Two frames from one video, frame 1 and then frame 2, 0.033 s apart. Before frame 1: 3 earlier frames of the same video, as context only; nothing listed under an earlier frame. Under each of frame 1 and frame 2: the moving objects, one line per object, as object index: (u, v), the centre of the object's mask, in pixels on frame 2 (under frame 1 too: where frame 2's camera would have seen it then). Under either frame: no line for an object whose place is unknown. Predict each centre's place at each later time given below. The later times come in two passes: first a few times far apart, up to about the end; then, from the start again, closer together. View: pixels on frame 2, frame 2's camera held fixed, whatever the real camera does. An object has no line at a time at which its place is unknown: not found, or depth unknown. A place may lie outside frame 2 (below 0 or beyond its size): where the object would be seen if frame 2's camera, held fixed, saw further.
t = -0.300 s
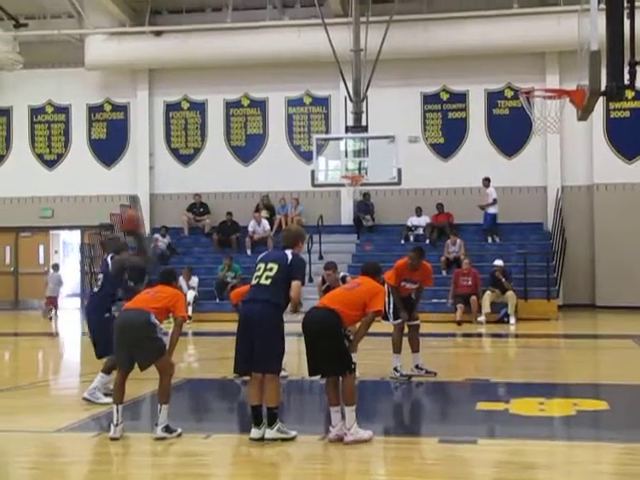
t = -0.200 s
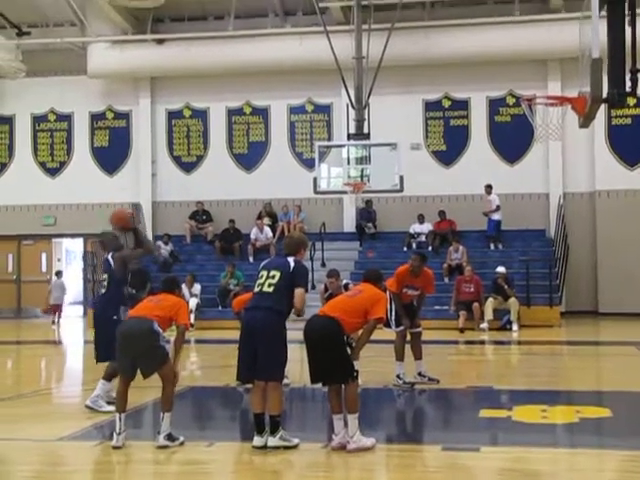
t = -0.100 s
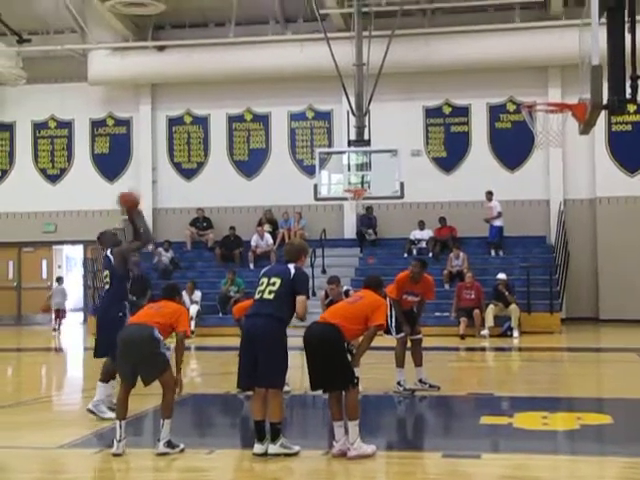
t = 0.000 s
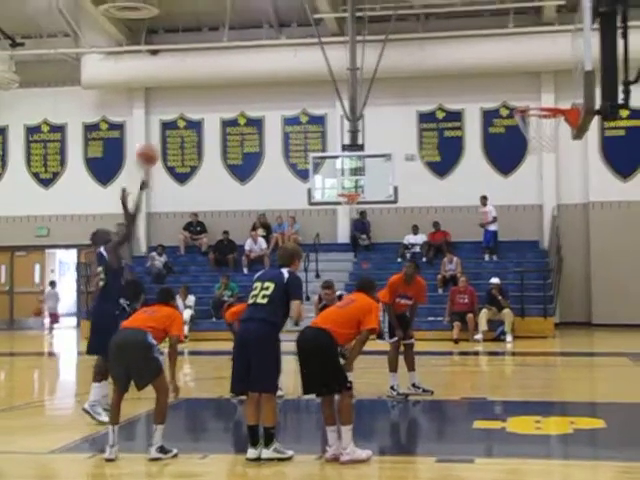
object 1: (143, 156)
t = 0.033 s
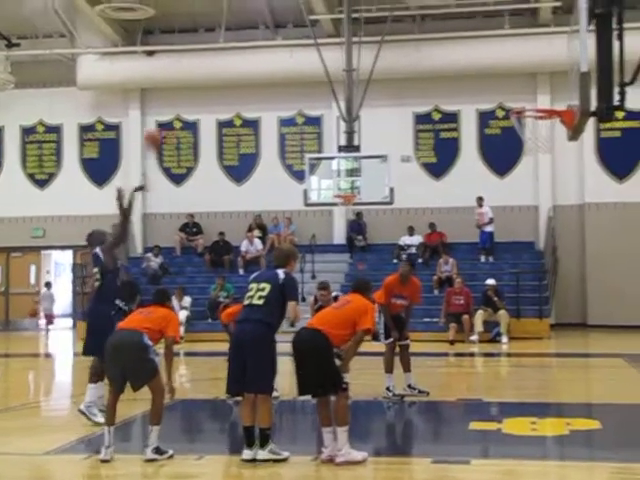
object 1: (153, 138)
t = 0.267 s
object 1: (242, 50)
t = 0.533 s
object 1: (340, 12)
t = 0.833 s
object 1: (456, 44)
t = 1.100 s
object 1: (551, 135)
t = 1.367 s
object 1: (540, 182)
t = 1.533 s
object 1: (532, 247)
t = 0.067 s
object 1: (168, 123)
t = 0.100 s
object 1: (180, 109)
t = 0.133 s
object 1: (193, 95)
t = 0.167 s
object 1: (204, 82)
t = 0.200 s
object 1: (216, 71)
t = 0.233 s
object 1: (229, 59)
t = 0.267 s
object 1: (242, 50)
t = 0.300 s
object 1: (252, 42)
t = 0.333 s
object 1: (269, 34)
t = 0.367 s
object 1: (279, 26)
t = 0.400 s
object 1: (292, 21)
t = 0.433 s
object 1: (303, 17)
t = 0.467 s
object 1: (317, 12)
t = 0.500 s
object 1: (328, 11)
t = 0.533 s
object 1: (340, 12)
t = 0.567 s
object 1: (355, 13)
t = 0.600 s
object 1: (366, 13)
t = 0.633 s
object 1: (379, 16)
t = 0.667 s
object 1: (392, 17)
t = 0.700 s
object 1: (406, 19)
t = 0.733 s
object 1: (418, 23)
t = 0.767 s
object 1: (429, 28)
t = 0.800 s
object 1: (443, 35)
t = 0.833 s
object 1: (456, 44)
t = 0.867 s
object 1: (469, 53)
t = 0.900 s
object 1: (482, 64)
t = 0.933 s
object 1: (495, 74)
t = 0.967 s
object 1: (509, 90)
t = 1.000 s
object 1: (520, 100)
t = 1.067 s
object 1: (545, 130)
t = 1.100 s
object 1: (551, 135)
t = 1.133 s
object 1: (552, 137)
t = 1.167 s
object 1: (551, 138)
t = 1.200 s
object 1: (549, 142)
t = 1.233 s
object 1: (547, 148)
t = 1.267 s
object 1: (545, 157)
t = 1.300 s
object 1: (543, 164)
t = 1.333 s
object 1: (542, 172)
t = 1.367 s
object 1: (540, 182)
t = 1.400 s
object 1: (538, 192)
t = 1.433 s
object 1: (537, 204)
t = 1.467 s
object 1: (535, 216)
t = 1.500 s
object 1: (534, 230)
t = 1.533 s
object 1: (532, 247)
